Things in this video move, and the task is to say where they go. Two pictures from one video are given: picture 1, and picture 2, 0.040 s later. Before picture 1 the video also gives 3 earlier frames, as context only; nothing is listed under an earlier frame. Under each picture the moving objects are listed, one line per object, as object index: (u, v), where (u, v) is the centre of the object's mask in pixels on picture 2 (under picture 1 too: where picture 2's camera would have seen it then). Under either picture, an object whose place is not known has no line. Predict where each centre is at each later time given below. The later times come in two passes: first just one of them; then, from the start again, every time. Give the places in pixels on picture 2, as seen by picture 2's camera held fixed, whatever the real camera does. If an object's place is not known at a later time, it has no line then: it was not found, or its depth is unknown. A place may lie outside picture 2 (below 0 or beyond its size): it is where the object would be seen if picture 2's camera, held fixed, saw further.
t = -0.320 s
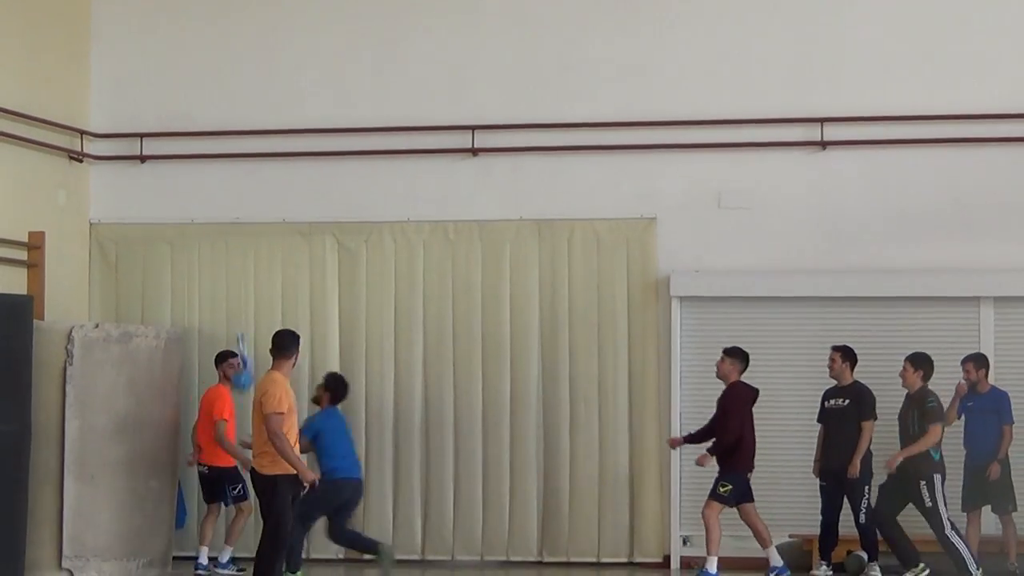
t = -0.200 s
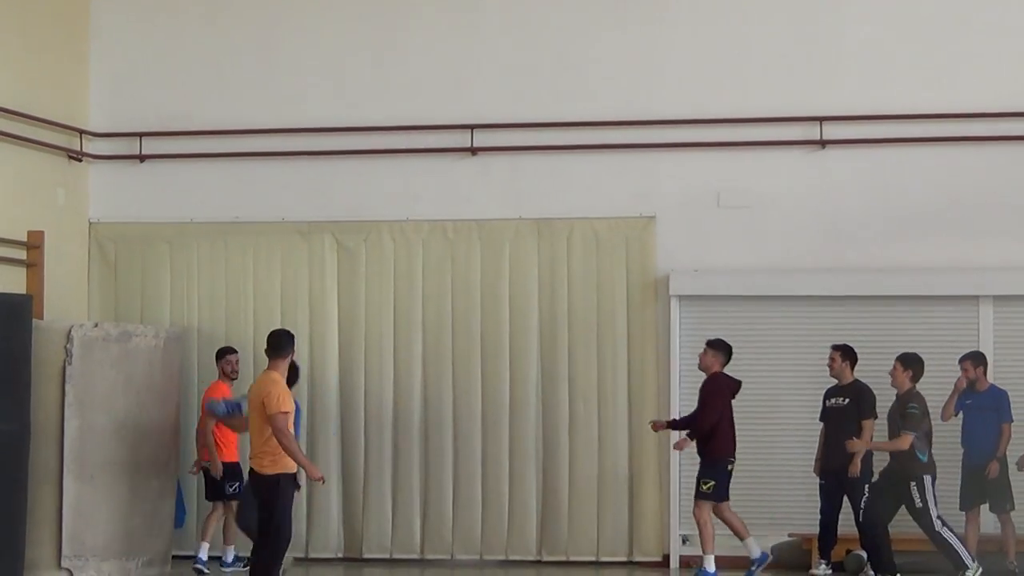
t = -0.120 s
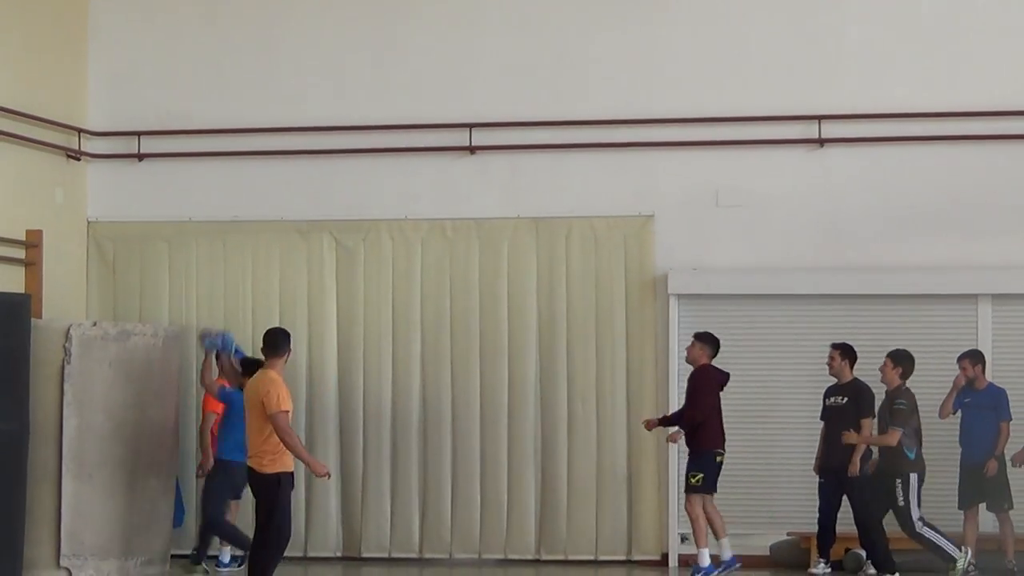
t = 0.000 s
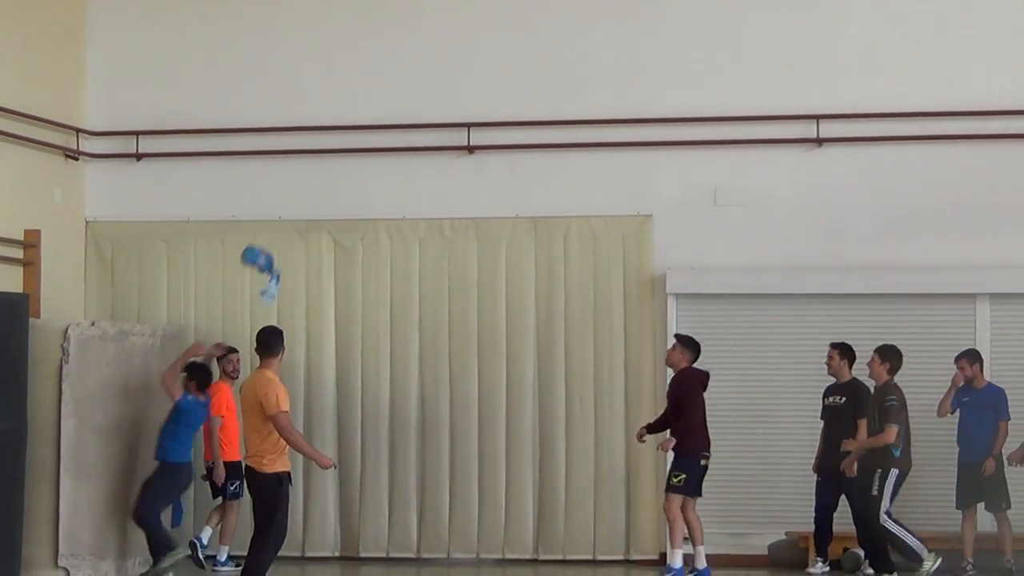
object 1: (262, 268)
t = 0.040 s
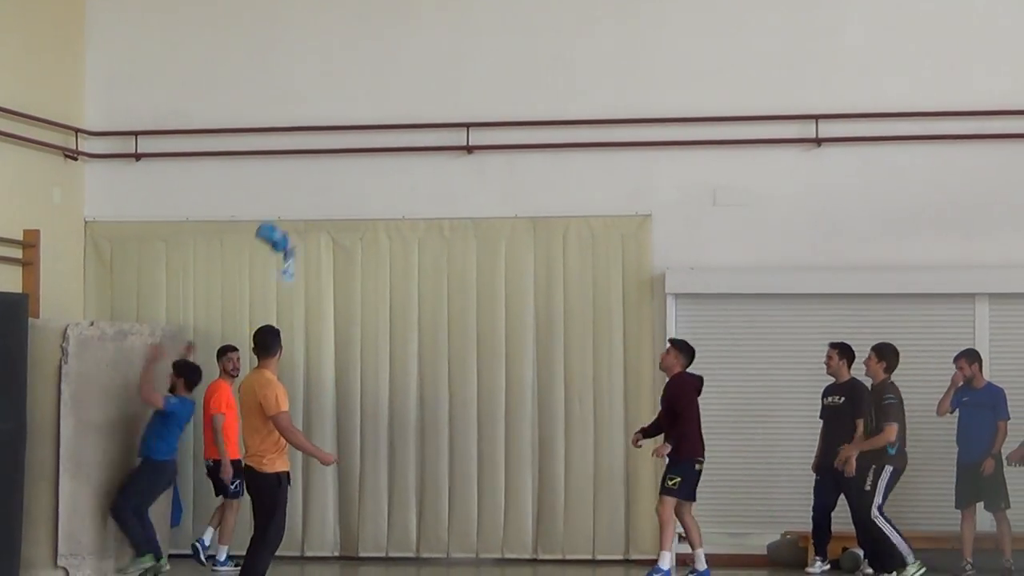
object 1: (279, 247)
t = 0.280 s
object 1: (360, 160)
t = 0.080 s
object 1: (294, 226)
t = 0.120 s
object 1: (309, 212)
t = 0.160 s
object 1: (321, 193)
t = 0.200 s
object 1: (333, 182)
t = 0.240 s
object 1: (346, 169)
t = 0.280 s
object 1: (360, 160)
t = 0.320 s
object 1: (375, 152)
